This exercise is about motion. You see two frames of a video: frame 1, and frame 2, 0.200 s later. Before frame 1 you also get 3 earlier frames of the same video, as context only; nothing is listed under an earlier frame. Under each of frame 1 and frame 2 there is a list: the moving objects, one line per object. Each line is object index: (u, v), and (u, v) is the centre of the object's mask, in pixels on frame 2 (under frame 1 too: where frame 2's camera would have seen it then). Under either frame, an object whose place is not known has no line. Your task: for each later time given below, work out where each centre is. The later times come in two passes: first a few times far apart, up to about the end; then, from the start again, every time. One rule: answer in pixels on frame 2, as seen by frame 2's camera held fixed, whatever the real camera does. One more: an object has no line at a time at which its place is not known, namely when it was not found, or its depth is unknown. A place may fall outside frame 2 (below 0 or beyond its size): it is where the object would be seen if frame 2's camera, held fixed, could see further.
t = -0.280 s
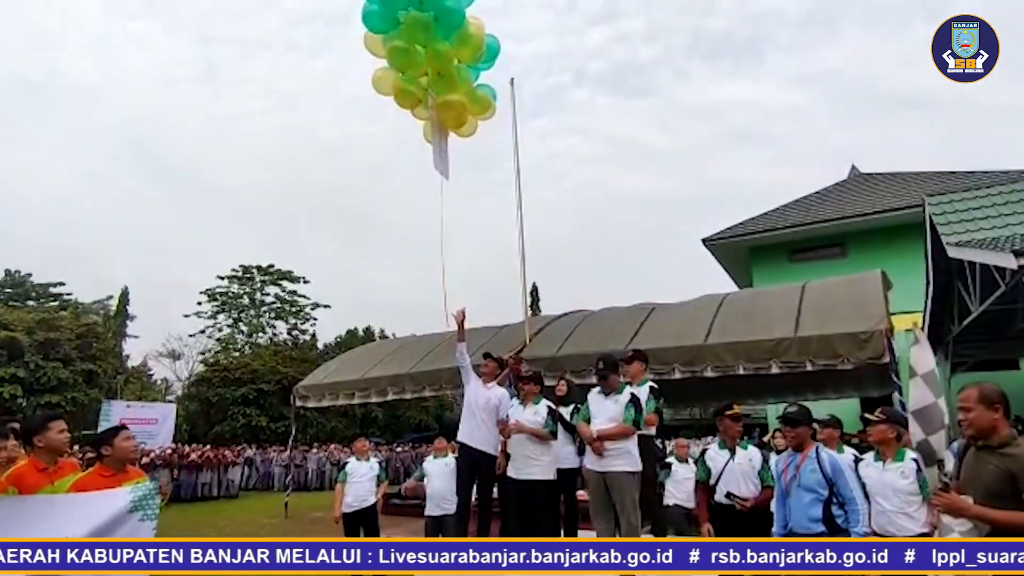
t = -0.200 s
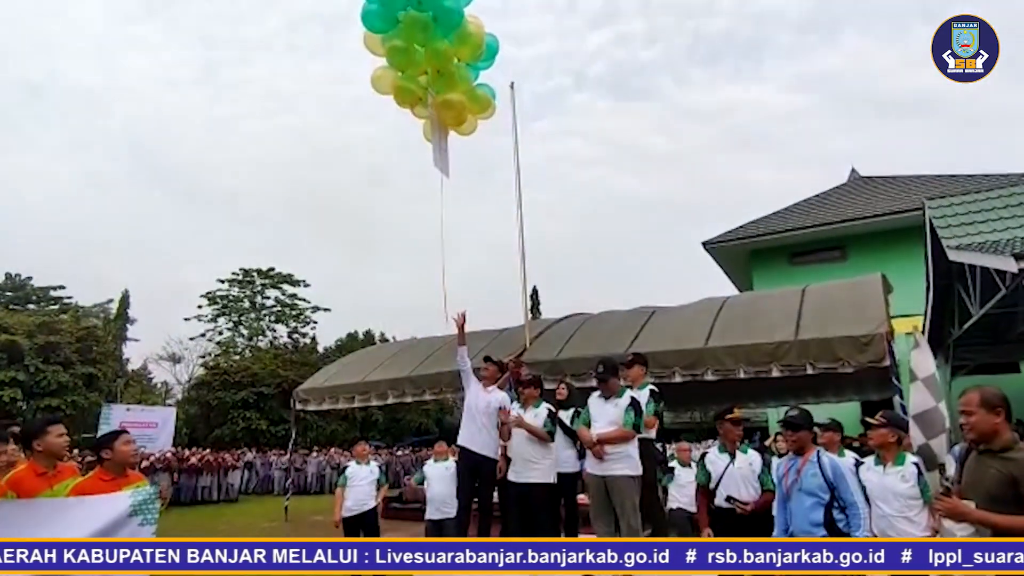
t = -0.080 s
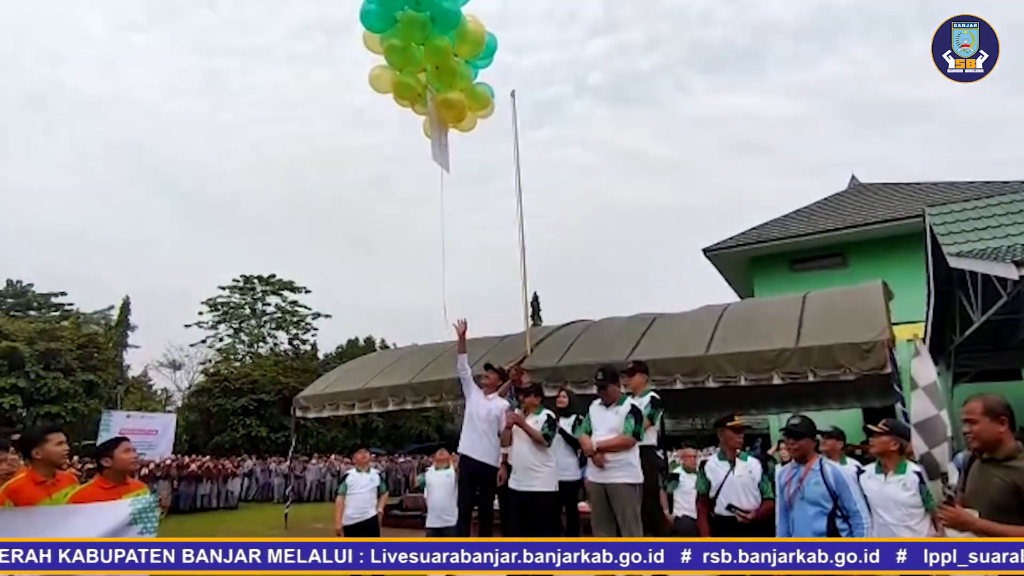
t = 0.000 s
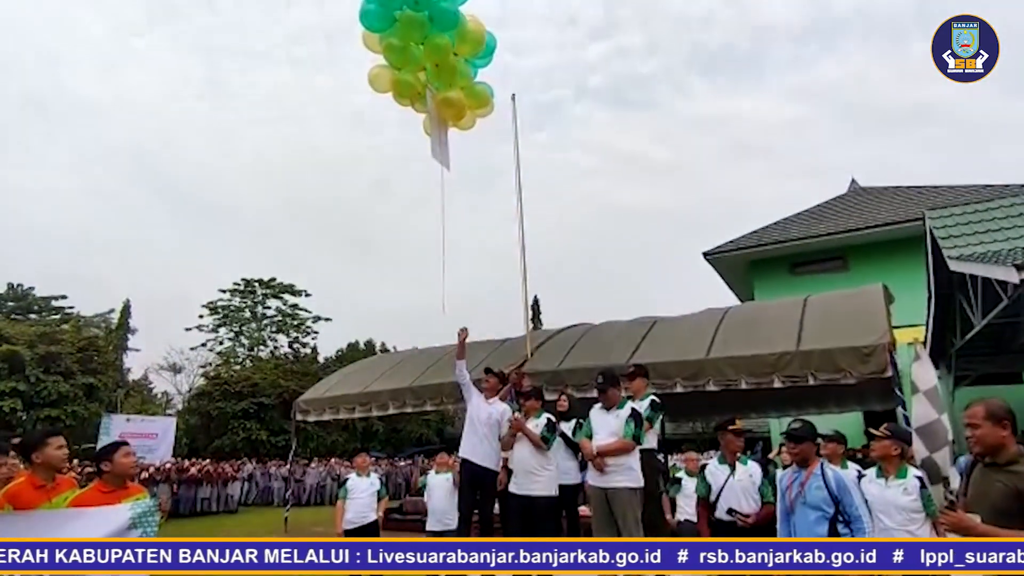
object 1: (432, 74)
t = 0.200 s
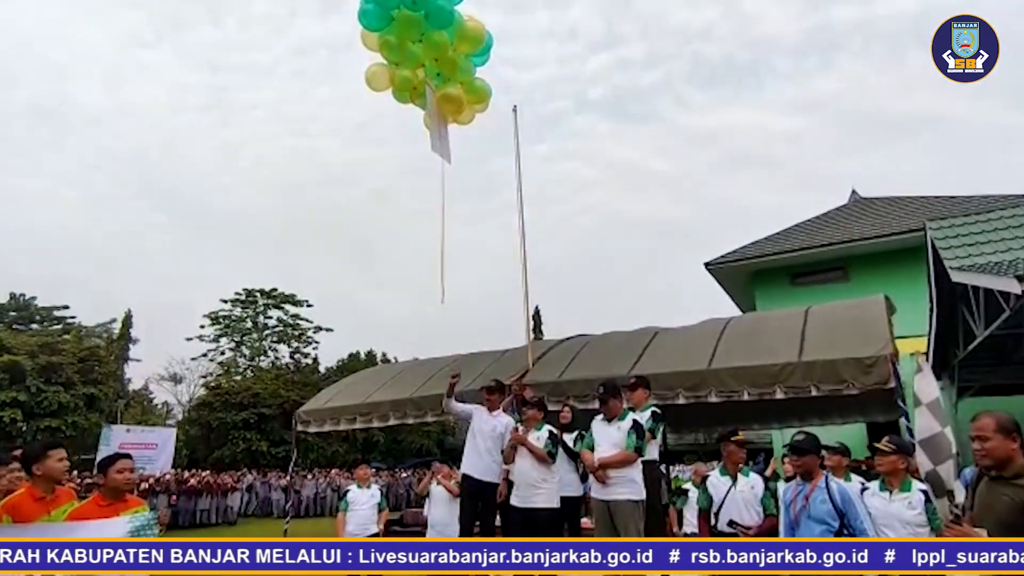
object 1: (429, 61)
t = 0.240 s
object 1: (428, 64)
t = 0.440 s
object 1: (424, 50)
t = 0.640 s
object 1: (419, 33)
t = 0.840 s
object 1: (415, 18)
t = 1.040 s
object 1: (411, 6)
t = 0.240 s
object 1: (428, 64)
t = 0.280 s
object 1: (427, 59)
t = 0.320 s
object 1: (426, 57)
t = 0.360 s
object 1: (426, 55)
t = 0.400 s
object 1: (425, 53)
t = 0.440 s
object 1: (424, 50)
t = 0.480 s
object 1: (423, 46)
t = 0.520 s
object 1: (422, 39)
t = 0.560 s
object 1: (421, 37)
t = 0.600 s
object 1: (420, 35)
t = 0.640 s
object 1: (419, 33)
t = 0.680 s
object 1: (418, 29)
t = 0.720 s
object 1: (417, 27)
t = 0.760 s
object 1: (417, 25)
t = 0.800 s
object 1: (416, 22)
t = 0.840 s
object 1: (415, 18)
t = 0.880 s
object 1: (414, 16)
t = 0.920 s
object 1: (413, 14)
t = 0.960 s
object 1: (413, 12)
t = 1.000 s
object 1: (412, 10)
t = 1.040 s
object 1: (411, 6)
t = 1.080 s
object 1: (410, 4)
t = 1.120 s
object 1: (410, 2)
